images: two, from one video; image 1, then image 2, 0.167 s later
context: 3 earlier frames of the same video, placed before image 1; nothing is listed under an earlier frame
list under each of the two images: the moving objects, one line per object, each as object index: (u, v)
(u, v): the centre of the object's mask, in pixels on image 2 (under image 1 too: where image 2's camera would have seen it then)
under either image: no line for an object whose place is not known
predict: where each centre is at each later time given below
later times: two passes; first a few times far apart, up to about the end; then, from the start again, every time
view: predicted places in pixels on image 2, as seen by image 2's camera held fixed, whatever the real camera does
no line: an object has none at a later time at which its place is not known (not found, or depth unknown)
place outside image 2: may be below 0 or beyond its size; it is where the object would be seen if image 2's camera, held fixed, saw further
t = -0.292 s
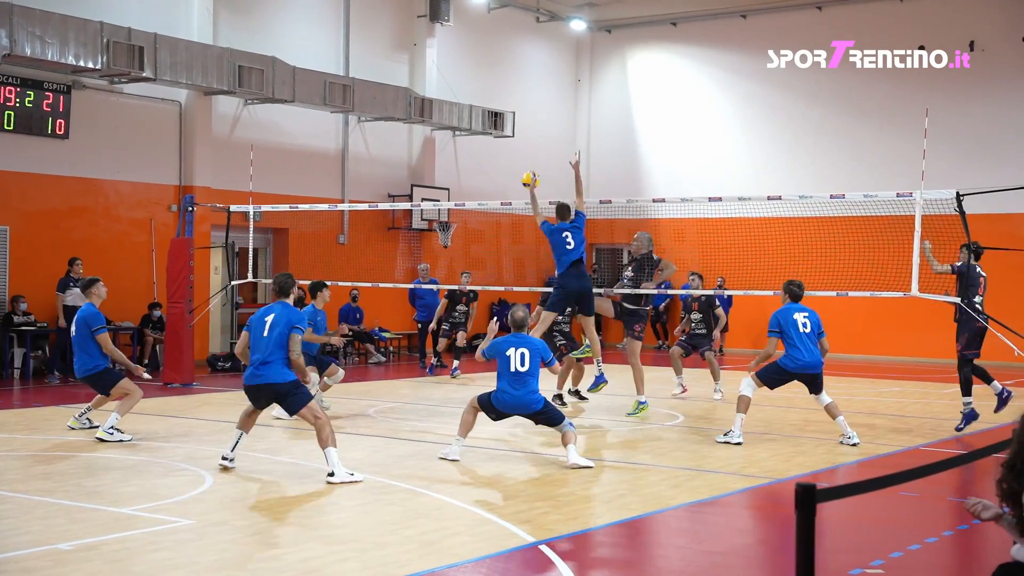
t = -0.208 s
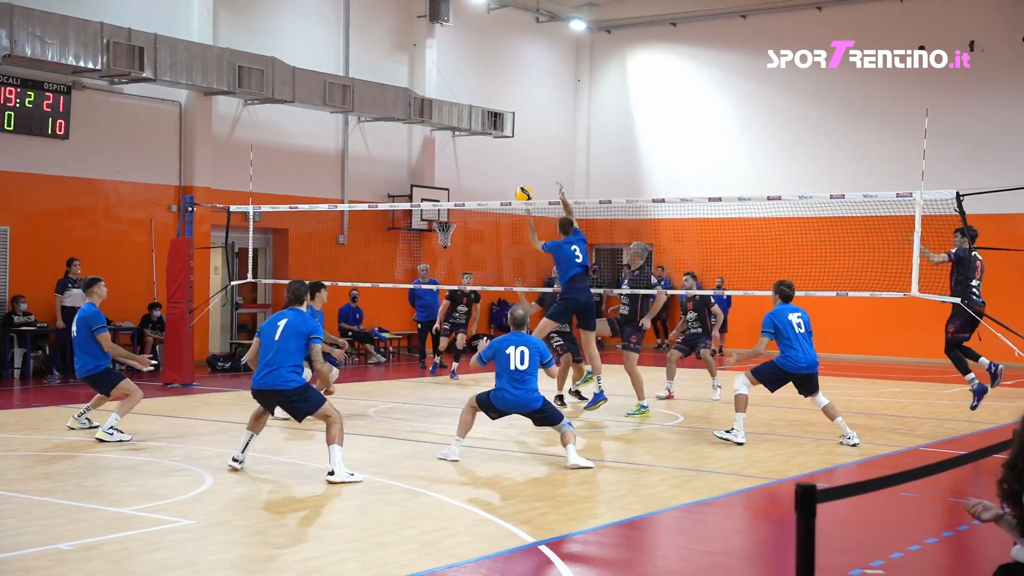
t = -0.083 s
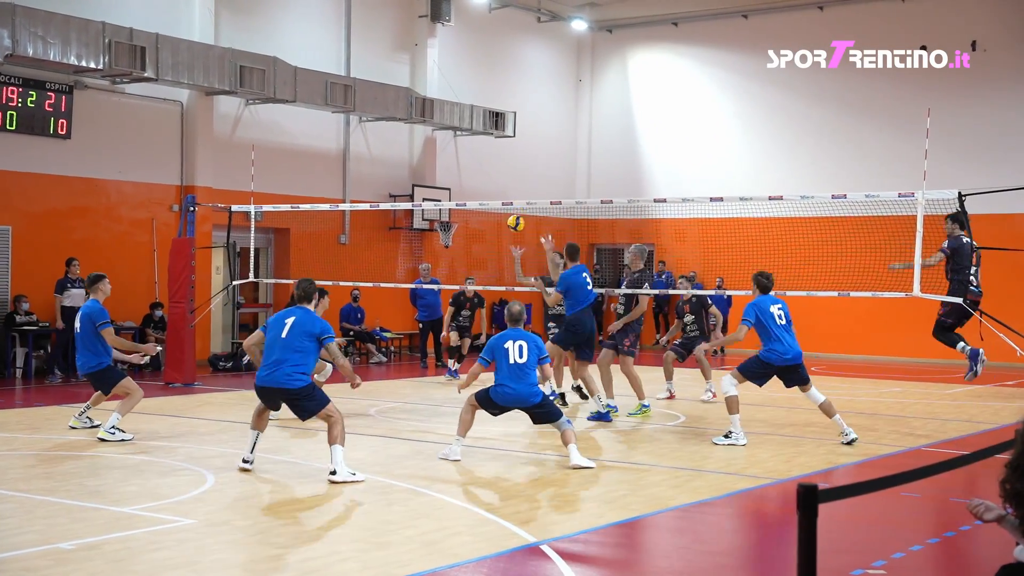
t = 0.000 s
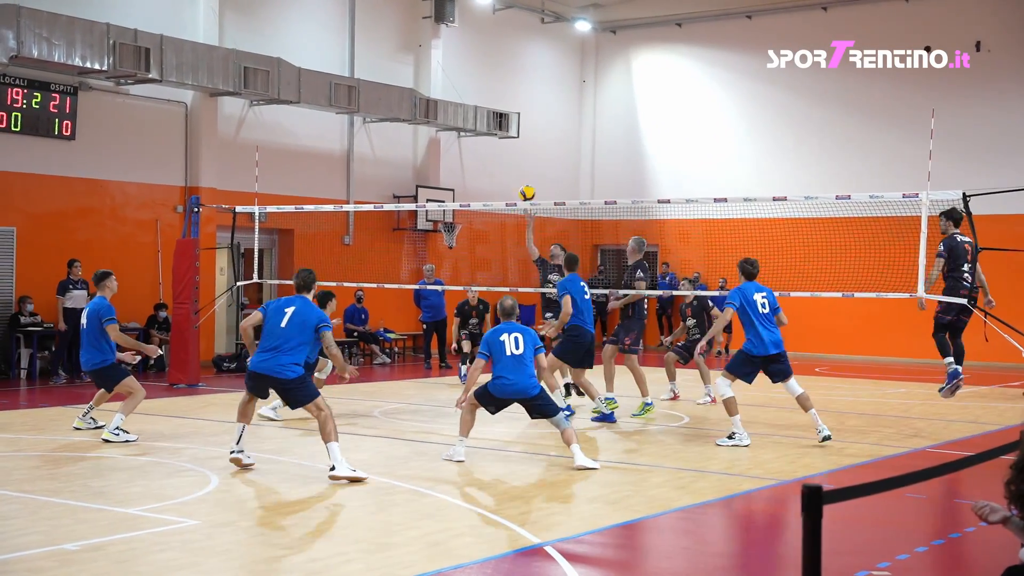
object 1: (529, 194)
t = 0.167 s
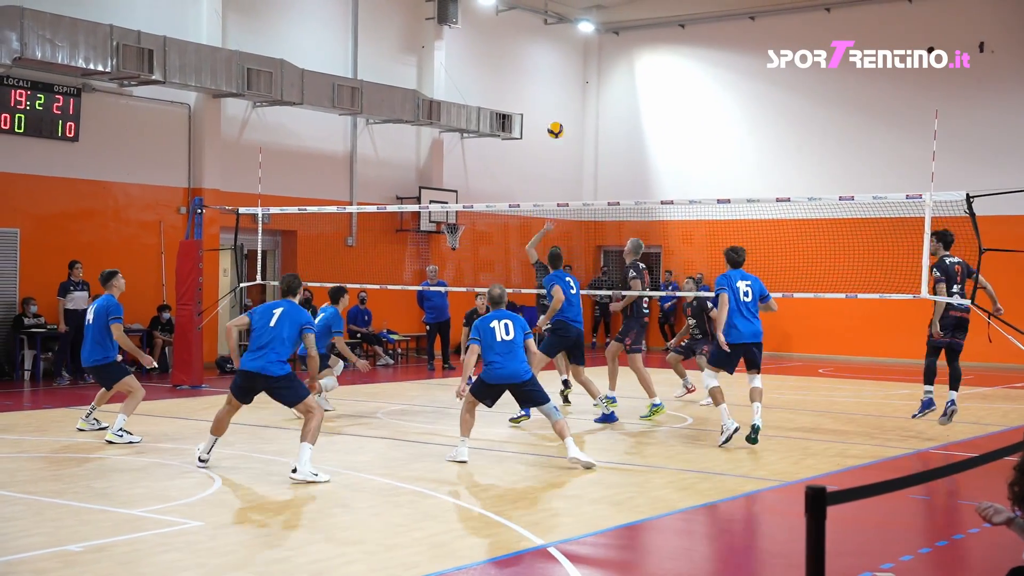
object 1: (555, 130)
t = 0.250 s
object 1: (568, 105)
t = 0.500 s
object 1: (605, 62)
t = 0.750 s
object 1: (640, 63)
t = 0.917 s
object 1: (662, 88)
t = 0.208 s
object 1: (562, 117)
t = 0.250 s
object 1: (568, 105)
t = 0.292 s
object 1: (574, 95)
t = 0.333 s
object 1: (581, 86)
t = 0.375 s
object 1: (587, 78)
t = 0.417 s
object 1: (593, 71)
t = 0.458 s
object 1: (599, 66)
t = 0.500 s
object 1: (605, 62)
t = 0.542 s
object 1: (611, 59)
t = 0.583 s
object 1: (617, 57)
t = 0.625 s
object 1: (622, 57)
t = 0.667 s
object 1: (628, 58)
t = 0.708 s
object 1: (634, 59)
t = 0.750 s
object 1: (640, 63)
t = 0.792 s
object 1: (645, 67)
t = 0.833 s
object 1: (651, 73)
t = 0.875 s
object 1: (657, 79)
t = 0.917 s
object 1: (662, 88)
